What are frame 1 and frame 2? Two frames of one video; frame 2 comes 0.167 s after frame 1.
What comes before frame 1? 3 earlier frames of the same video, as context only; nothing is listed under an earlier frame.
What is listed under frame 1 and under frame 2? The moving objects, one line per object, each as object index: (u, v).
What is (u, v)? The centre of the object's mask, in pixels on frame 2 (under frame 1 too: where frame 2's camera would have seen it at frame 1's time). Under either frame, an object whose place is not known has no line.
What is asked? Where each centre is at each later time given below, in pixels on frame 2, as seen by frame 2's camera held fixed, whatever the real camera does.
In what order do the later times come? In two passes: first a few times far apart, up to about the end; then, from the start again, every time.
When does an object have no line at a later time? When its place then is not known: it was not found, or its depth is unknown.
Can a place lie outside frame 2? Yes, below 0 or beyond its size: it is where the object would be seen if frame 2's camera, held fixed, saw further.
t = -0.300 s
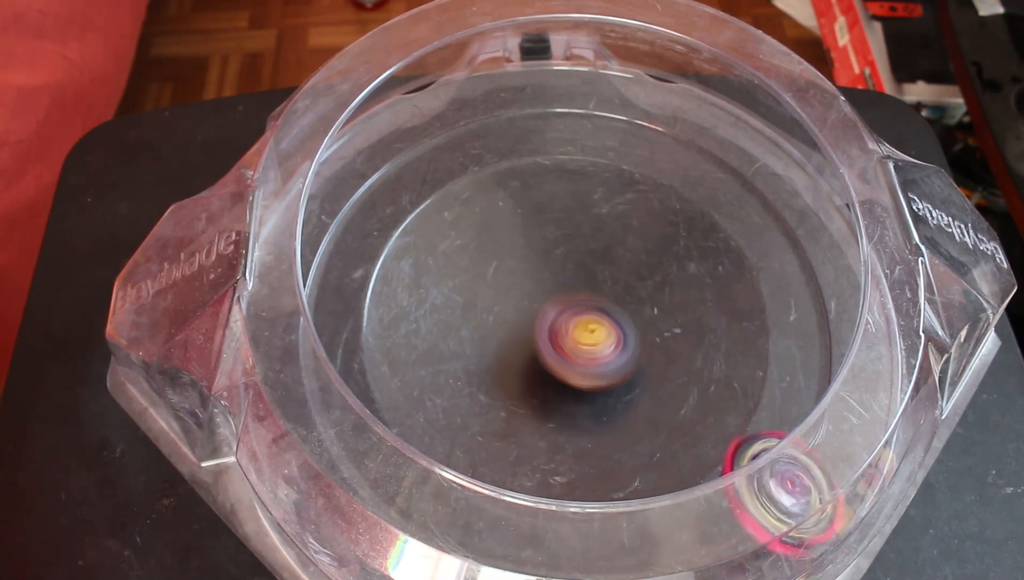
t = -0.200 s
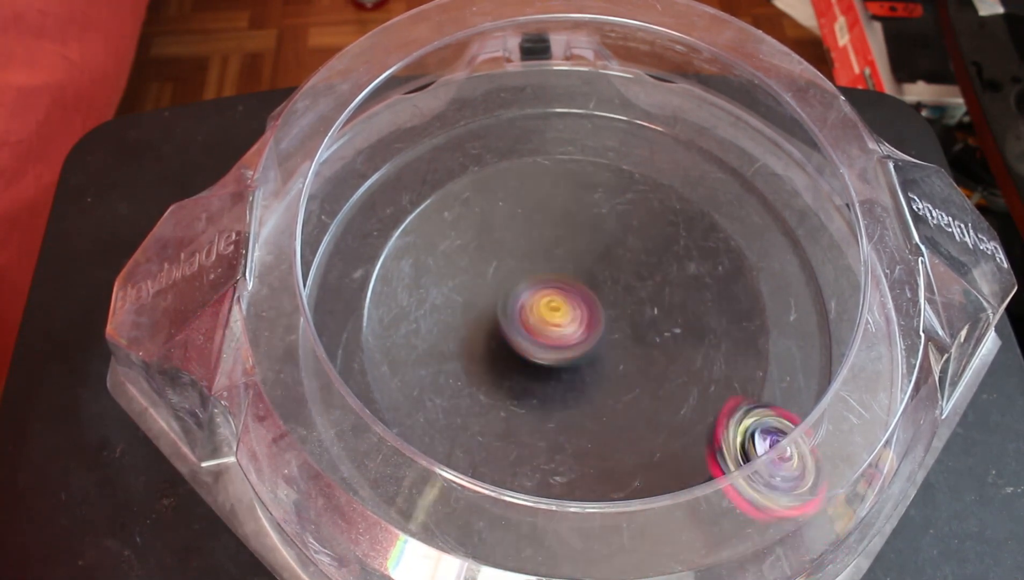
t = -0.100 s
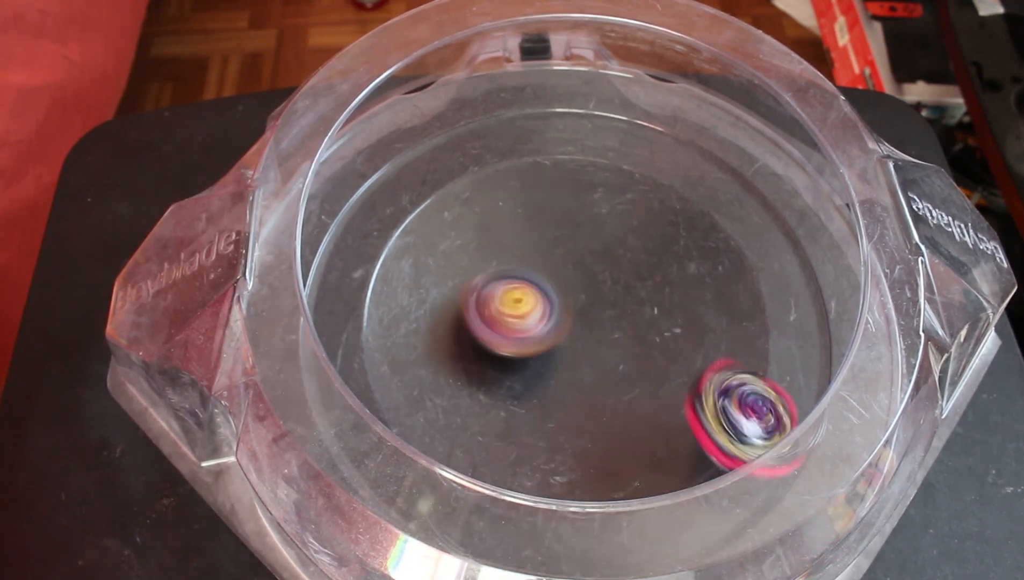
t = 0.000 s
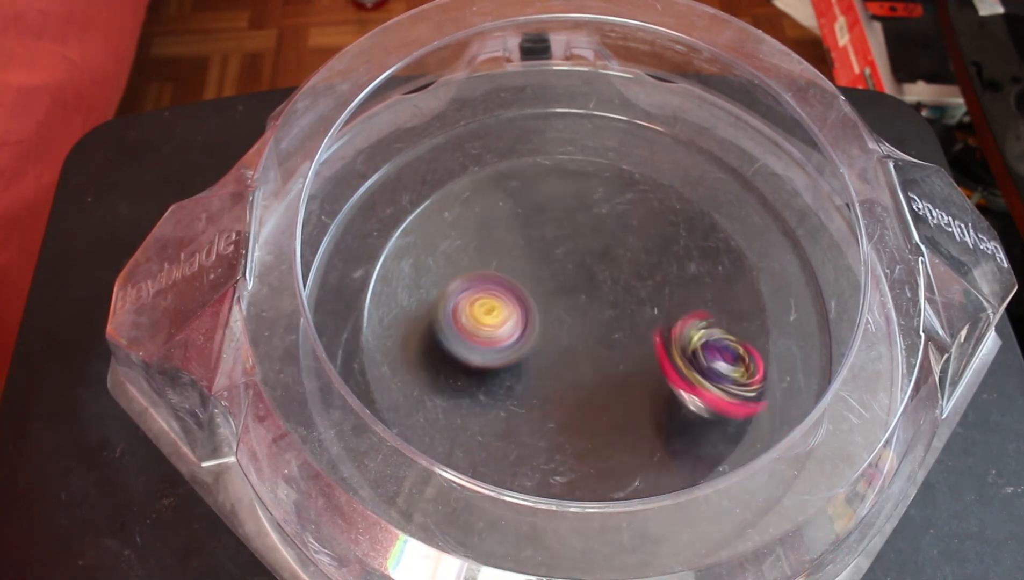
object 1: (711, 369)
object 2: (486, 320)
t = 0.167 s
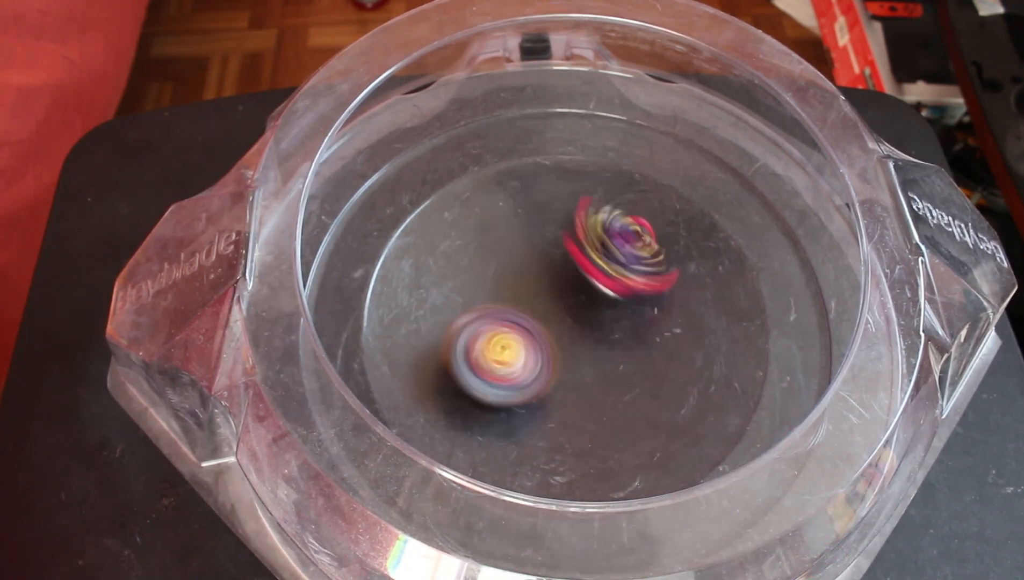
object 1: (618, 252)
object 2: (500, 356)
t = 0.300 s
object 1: (543, 180)
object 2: (554, 343)
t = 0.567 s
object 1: (512, 169)
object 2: (570, 257)
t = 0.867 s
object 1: (524, 222)
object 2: (595, 333)
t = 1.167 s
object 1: (548, 416)
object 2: (621, 307)
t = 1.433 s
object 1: (517, 442)
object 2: (596, 312)
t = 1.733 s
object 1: (509, 351)
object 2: (570, 269)
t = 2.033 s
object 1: (522, 332)
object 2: (624, 284)
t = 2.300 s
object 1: (519, 338)
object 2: (650, 335)
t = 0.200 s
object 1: (597, 230)
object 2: (513, 358)
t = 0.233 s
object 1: (577, 212)
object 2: (531, 356)
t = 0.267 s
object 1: (559, 195)
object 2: (544, 351)
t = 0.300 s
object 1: (543, 180)
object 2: (554, 343)
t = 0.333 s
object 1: (529, 169)
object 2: (564, 333)
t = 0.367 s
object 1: (519, 161)
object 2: (570, 321)
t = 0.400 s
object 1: (512, 156)
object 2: (576, 311)
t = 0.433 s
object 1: (507, 154)
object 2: (578, 299)
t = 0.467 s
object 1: (505, 154)
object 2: (579, 288)
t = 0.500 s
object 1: (506, 157)
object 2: (578, 276)
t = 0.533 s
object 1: (508, 162)
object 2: (574, 266)
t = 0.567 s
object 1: (512, 169)
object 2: (570, 257)
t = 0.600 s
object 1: (515, 171)
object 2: (564, 258)
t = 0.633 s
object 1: (516, 167)
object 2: (558, 270)
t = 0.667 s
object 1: (519, 165)
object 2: (558, 281)
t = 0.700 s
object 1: (521, 168)
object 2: (560, 291)
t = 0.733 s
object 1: (523, 172)
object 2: (563, 302)
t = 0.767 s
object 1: (524, 181)
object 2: (570, 313)
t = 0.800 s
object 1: (524, 192)
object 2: (578, 320)
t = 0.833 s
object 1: (524, 206)
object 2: (587, 326)
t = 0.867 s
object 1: (524, 222)
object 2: (595, 333)
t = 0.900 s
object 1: (523, 241)
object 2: (605, 336)
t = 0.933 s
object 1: (522, 263)
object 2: (615, 337)
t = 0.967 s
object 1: (522, 287)
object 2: (623, 338)
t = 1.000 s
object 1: (525, 311)
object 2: (632, 335)
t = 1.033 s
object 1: (529, 338)
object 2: (638, 330)
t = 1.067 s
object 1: (535, 362)
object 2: (640, 323)
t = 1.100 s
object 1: (538, 383)
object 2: (640, 316)
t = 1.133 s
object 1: (545, 401)
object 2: (633, 311)
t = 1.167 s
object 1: (548, 416)
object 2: (621, 307)
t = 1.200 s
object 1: (552, 426)
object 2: (611, 308)
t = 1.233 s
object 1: (553, 433)
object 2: (598, 310)
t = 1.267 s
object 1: (554, 436)
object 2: (588, 317)
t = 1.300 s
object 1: (554, 435)
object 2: (580, 324)
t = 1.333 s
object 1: (552, 430)
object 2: (573, 329)
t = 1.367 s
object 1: (545, 430)
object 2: (570, 334)
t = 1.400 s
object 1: (526, 438)
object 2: (583, 324)
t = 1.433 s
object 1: (517, 442)
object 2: (596, 312)
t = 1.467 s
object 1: (507, 439)
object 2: (603, 304)
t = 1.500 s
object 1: (492, 435)
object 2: (605, 296)
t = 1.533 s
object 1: (483, 428)
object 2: (604, 290)
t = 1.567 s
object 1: (477, 415)
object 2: (602, 282)
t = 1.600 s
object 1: (476, 400)
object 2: (598, 276)
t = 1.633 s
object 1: (478, 385)
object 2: (593, 271)
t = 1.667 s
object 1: (487, 374)
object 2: (585, 268)
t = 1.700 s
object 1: (497, 362)
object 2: (578, 267)
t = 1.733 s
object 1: (509, 351)
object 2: (570, 269)
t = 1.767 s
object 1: (514, 343)
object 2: (580, 269)
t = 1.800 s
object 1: (502, 340)
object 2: (594, 268)
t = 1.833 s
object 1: (492, 342)
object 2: (606, 268)
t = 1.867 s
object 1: (489, 340)
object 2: (613, 270)
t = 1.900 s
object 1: (490, 341)
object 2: (615, 272)
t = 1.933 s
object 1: (499, 341)
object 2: (618, 272)
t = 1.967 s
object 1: (510, 339)
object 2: (623, 276)
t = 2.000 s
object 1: (517, 335)
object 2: (623, 280)
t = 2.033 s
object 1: (522, 332)
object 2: (624, 284)
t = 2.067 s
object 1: (525, 331)
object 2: (626, 289)
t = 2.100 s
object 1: (533, 333)
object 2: (624, 295)
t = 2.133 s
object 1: (535, 335)
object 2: (629, 298)
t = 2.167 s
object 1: (527, 336)
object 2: (641, 303)
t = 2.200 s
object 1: (521, 337)
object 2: (645, 313)
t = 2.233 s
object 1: (519, 338)
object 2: (647, 321)
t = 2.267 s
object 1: (518, 339)
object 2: (647, 329)
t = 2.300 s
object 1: (519, 338)
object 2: (650, 335)
